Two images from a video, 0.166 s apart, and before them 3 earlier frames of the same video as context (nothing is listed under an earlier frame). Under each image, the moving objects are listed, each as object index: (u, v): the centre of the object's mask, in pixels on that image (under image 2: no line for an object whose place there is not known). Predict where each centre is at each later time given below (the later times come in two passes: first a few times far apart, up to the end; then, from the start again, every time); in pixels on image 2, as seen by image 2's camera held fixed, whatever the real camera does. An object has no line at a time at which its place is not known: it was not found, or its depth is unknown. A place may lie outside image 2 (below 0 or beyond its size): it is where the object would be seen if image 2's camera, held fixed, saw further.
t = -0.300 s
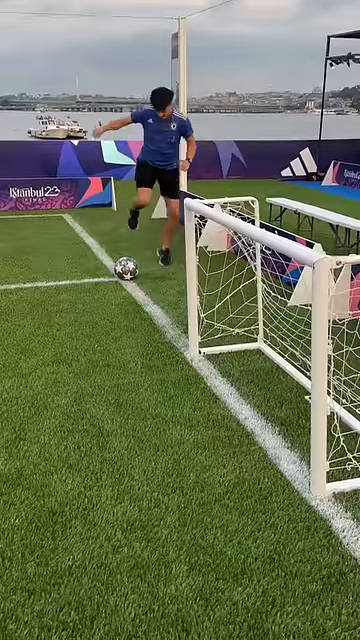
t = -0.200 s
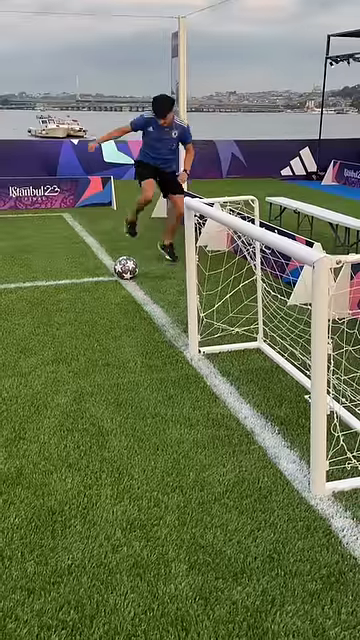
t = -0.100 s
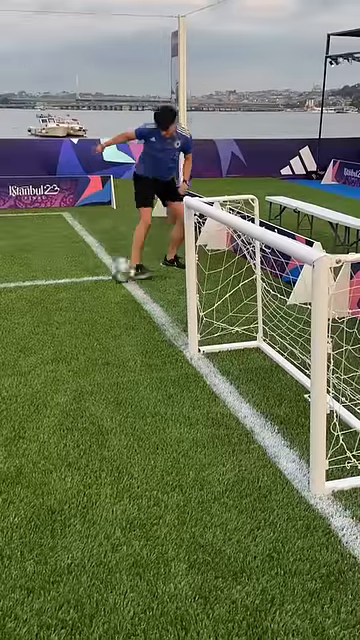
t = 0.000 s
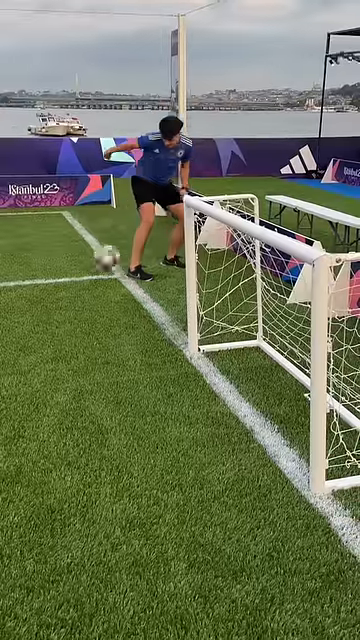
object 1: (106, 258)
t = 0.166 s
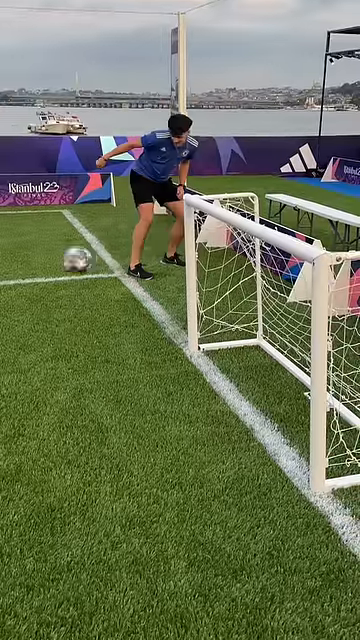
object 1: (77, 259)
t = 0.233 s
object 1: (65, 271)
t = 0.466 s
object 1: (31, 322)
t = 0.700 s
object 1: (38, 341)
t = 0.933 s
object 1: (71, 340)
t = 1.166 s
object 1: (97, 338)
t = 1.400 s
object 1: (116, 335)
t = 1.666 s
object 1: (130, 331)
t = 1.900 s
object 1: (134, 330)
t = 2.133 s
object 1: (134, 330)
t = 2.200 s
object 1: (134, 330)
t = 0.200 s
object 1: (71, 265)
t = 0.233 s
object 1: (65, 271)
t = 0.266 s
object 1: (57, 281)
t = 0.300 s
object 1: (50, 290)
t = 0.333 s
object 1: (42, 303)
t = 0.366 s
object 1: (35, 318)
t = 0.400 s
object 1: (31, 327)
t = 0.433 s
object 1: (31, 323)
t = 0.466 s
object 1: (31, 322)
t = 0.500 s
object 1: (31, 320)
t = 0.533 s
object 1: (31, 321)
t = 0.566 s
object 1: (32, 322)
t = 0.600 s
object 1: (32, 327)
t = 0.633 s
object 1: (33, 332)
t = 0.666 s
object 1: (33, 339)
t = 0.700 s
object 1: (38, 341)
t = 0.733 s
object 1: (42, 339)
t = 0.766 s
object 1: (47, 338)
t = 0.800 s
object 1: (52, 339)
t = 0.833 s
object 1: (57, 340)
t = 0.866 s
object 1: (63, 341)
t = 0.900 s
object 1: (67, 340)
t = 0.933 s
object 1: (71, 340)
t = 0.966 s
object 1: (76, 339)
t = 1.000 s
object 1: (80, 340)
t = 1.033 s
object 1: (85, 340)
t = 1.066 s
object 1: (88, 340)
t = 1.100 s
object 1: (92, 339)
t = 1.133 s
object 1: (95, 338)
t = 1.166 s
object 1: (97, 338)
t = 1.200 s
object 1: (100, 339)
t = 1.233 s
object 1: (103, 338)
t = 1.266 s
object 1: (106, 338)
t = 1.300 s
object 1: (109, 336)
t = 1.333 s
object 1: (111, 336)
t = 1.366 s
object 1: (114, 336)
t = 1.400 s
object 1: (116, 335)
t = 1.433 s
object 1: (118, 334)
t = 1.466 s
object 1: (120, 334)
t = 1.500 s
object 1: (122, 333)
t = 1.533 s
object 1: (123, 333)
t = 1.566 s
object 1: (126, 332)
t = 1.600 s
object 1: (127, 331)
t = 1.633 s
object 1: (128, 332)
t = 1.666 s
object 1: (130, 331)
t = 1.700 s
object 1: (131, 331)
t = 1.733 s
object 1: (132, 331)
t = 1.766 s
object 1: (132, 331)
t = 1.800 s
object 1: (133, 331)
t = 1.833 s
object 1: (134, 330)
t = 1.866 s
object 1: (134, 330)
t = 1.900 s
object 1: (134, 330)
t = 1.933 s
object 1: (134, 330)
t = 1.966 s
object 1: (135, 330)
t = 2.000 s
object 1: (135, 330)
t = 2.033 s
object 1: (135, 330)
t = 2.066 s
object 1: (134, 330)
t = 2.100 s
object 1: (134, 330)
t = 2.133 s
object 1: (134, 330)
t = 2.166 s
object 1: (134, 330)
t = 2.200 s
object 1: (134, 330)
